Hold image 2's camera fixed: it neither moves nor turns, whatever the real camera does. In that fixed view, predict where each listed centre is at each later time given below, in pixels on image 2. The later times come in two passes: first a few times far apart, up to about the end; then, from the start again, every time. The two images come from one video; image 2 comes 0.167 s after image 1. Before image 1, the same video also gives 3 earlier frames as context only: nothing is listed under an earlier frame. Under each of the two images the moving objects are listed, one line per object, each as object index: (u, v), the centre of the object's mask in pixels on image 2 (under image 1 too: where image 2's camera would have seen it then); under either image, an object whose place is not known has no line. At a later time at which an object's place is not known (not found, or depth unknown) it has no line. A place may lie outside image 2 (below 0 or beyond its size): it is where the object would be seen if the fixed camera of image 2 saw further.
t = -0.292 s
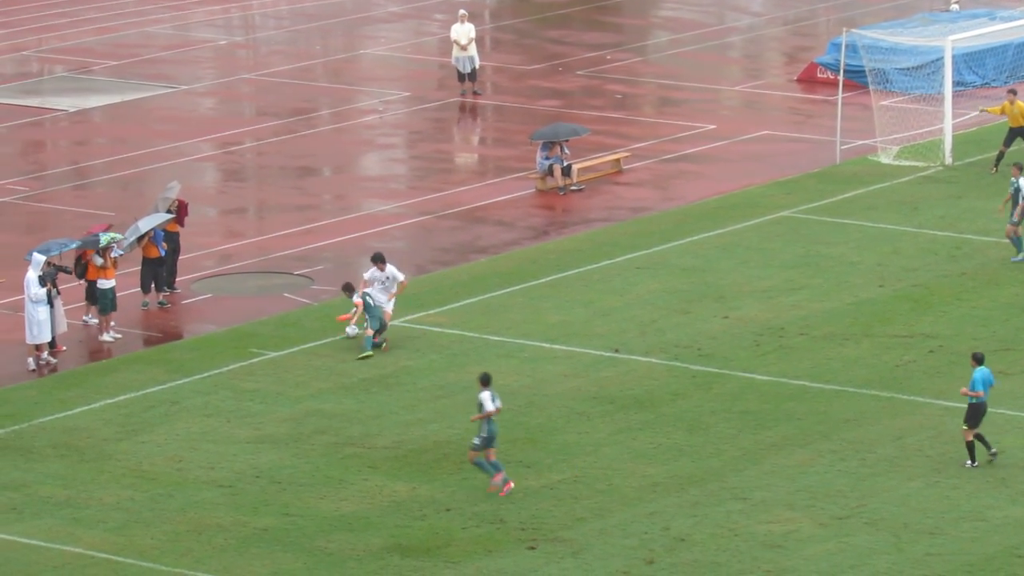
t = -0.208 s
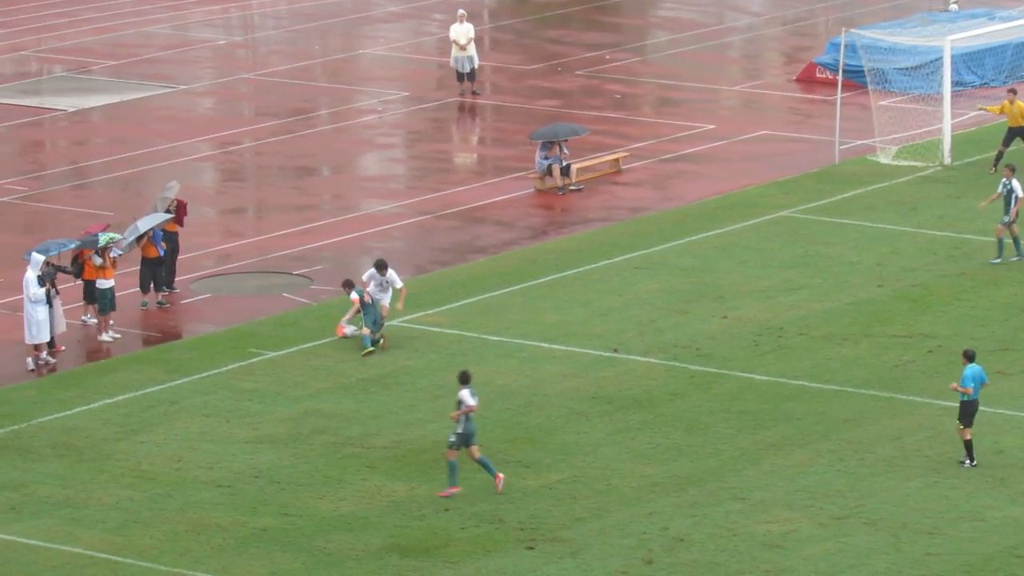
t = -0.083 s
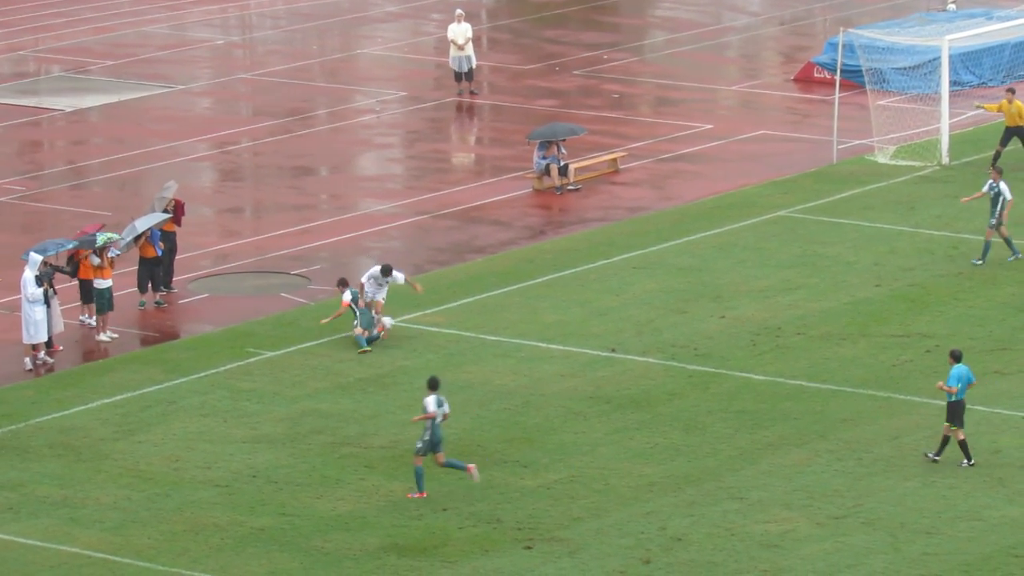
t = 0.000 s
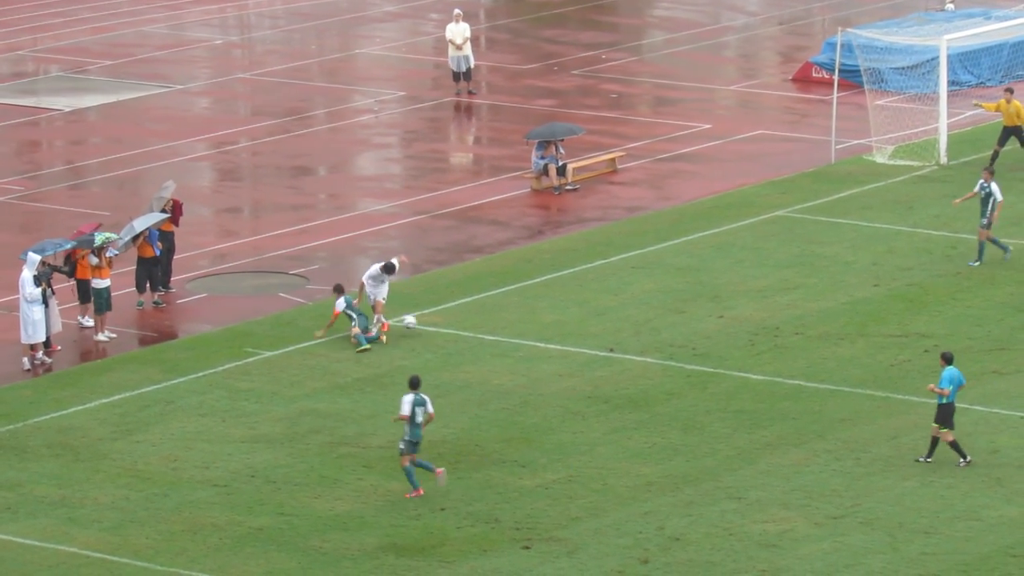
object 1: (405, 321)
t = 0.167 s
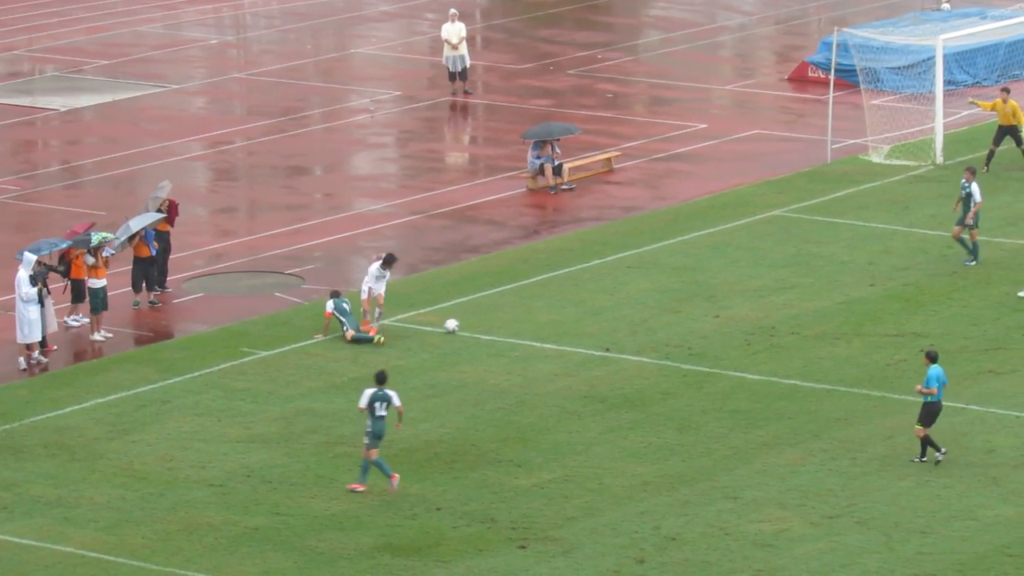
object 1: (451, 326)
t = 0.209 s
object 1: (461, 324)
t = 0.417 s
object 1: (505, 324)
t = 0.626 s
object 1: (544, 322)
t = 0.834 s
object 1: (580, 319)
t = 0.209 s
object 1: (461, 324)
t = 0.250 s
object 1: (470, 324)
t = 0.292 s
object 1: (479, 324)
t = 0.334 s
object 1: (488, 325)
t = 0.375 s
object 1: (497, 325)
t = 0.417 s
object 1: (505, 324)
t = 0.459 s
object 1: (513, 323)
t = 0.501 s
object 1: (521, 323)
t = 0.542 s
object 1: (529, 323)
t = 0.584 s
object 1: (537, 322)
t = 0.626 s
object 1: (544, 322)
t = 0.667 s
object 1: (552, 321)
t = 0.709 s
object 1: (559, 321)
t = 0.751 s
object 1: (566, 321)
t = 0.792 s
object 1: (573, 320)
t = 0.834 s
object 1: (580, 319)
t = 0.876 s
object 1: (587, 319)
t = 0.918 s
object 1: (594, 319)
